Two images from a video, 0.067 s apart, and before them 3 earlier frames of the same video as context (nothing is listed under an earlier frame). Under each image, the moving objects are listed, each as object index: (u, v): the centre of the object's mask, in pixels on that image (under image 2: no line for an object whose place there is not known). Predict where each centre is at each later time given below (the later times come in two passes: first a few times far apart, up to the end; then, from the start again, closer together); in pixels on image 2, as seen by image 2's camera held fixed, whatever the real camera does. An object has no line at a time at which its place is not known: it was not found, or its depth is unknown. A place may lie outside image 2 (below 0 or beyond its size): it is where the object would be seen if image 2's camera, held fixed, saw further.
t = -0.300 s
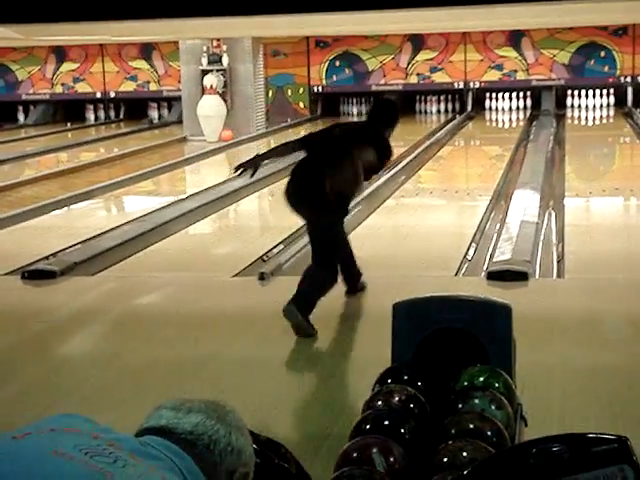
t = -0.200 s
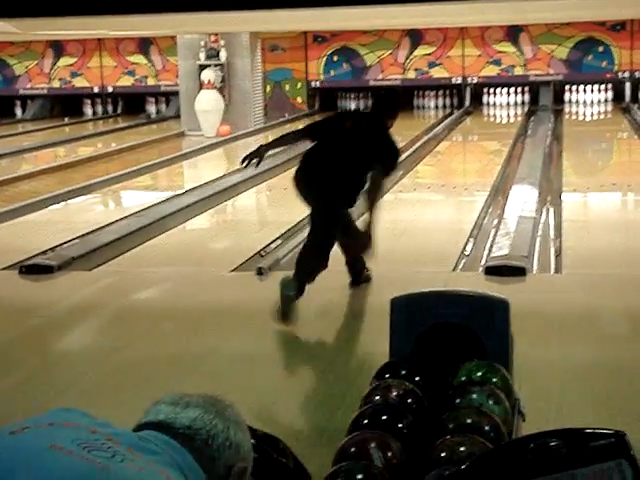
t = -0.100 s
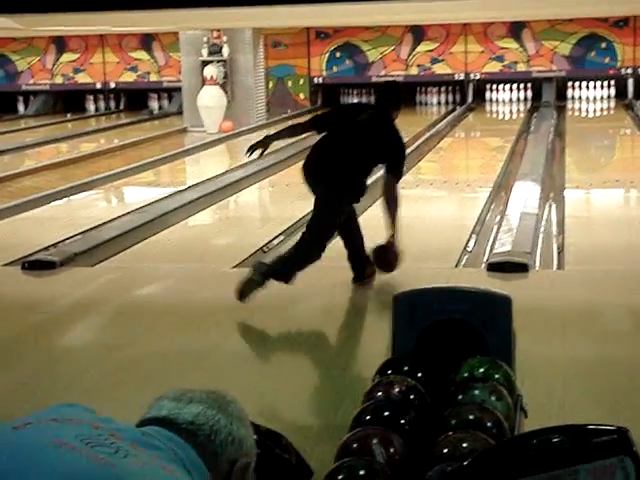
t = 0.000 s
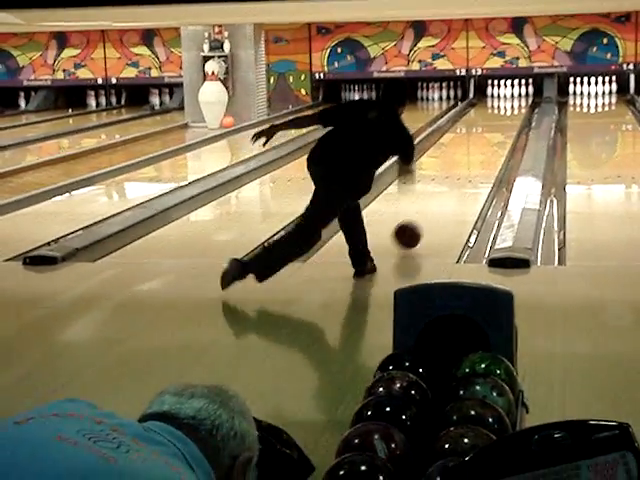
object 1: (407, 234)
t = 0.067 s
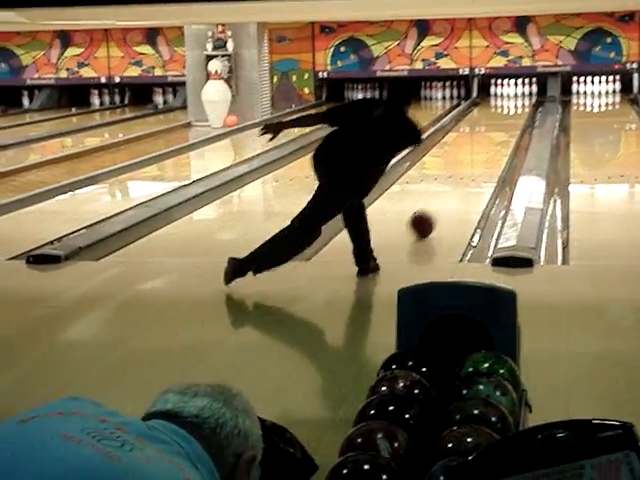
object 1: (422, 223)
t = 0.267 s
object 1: (449, 194)
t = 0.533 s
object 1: (475, 166)
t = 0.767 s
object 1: (491, 148)
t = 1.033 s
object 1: (504, 133)
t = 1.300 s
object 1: (511, 121)
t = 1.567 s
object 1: (517, 110)
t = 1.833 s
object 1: (519, 103)
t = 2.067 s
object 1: (519, 98)
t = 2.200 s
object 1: (519, 96)
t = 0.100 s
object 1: (427, 218)
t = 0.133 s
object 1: (432, 212)
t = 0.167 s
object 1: (437, 207)
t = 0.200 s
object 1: (441, 202)
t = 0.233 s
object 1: (445, 198)
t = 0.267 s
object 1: (449, 194)
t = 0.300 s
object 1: (453, 190)
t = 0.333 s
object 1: (457, 186)
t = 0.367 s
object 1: (460, 182)
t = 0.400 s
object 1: (463, 179)
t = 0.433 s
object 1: (466, 175)
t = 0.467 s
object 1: (469, 171)
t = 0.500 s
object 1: (472, 168)
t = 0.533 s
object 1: (475, 166)
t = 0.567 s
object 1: (477, 163)
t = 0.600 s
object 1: (480, 160)
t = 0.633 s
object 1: (482, 158)
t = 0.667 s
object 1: (484, 155)
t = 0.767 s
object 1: (491, 148)
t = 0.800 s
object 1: (492, 146)
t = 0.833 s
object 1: (494, 143)
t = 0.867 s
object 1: (496, 141)
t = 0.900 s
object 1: (498, 139)
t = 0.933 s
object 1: (499, 138)
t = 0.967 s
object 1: (500, 136)
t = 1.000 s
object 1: (502, 134)
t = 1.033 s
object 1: (504, 133)
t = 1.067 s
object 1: (504, 131)
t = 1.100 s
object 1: (506, 130)
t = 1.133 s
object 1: (506, 128)
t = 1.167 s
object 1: (508, 126)
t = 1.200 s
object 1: (508, 125)
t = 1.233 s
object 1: (510, 123)
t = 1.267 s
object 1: (511, 122)
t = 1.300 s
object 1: (511, 121)
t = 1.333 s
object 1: (513, 119)
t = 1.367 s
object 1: (513, 117)
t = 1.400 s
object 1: (514, 116)
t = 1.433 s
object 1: (515, 115)
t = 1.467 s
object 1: (516, 114)
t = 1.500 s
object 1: (516, 113)
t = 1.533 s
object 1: (517, 112)
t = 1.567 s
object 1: (517, 110)
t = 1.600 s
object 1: (518, 110)
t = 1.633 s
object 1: (518, 108)
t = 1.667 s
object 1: (519, 107)
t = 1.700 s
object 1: (519, 107)
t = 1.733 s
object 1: (519, 105)
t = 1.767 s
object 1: (520, 104)
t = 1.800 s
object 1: (519, 103)
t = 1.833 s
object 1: (519, 103)
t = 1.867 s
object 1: (520, 102)
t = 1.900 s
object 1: (520, 101)
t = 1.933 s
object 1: (520, 101)
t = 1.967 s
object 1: (520, 101)
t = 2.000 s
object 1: (519, 99)
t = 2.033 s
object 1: (520, 100)
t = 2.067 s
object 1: (519, 98)
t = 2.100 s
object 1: (520, 97)
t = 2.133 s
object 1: (519, 97)
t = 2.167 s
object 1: (519, 97)
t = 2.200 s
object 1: (519, 96)
